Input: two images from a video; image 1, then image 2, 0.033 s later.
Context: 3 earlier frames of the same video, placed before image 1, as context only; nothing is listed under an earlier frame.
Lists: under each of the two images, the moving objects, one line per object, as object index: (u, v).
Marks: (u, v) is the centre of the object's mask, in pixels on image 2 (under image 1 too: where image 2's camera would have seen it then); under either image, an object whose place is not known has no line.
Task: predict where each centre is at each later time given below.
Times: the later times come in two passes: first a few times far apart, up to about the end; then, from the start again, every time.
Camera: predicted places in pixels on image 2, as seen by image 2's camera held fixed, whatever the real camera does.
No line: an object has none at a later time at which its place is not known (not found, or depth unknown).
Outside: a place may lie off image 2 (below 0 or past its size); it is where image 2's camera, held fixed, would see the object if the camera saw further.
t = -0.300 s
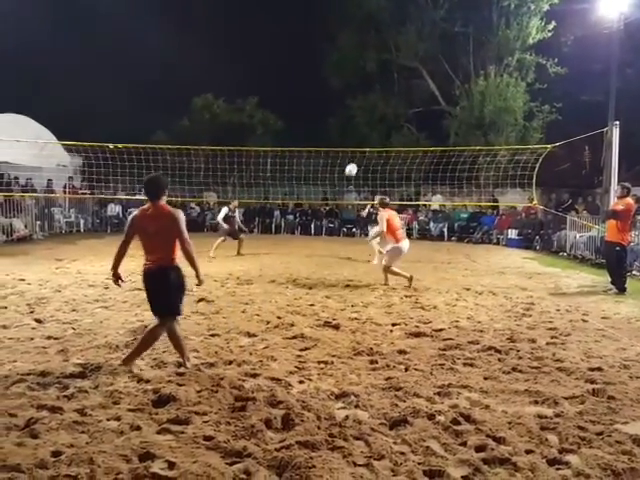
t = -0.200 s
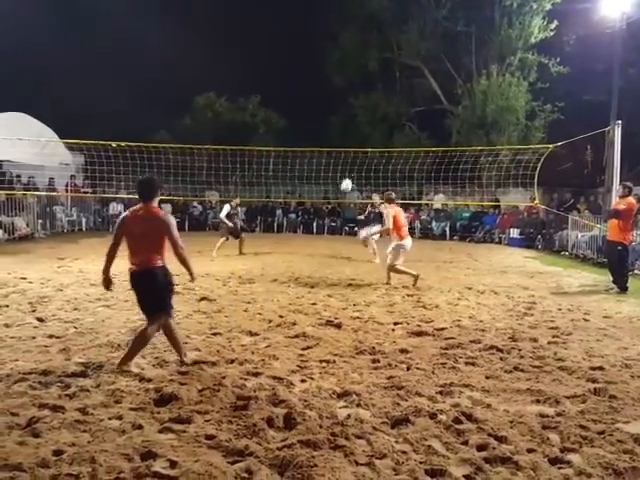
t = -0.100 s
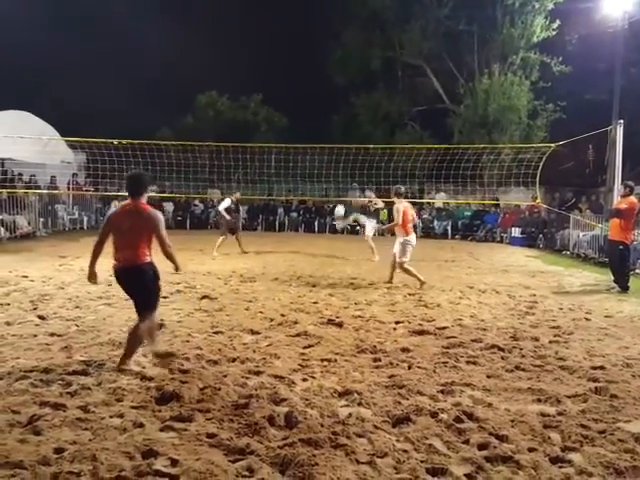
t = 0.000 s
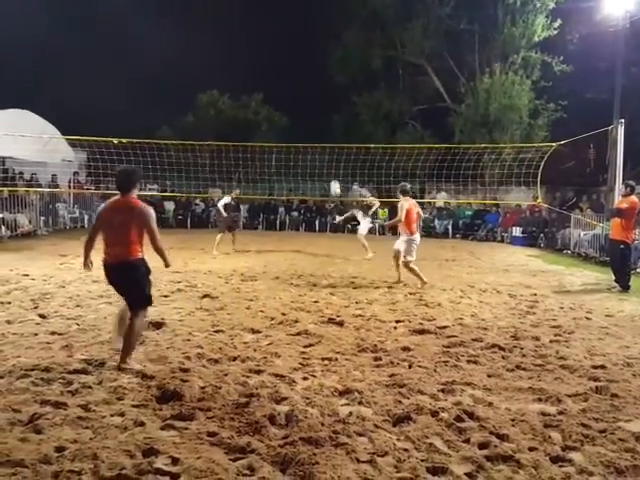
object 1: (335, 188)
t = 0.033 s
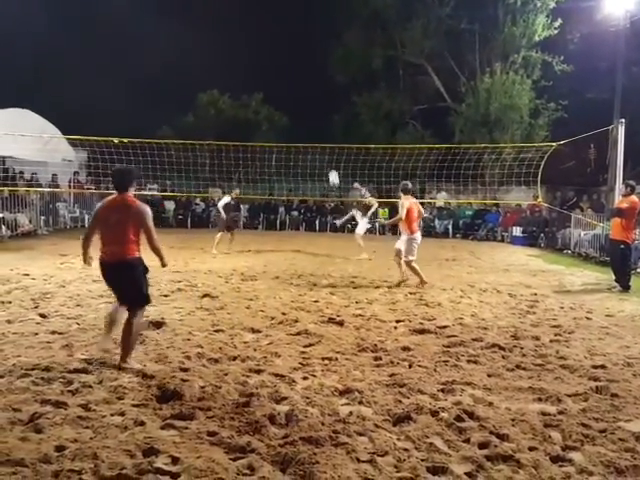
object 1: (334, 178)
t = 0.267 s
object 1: (321, 119)
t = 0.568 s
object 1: (304, 77)
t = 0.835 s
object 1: (288, 73)
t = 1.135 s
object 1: (270, 111)
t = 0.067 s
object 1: (332, 168)
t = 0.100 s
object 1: (330, 158)
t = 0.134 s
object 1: (329, 150)
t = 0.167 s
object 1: (326, 141)
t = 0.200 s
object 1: (325, 134)
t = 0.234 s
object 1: (323, 125)
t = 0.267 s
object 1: (321, 119)
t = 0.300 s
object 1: (320, 112)
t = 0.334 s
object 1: (318, 106)
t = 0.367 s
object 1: (316, 100)
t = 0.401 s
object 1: (314, 95)
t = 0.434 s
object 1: (312, 90)
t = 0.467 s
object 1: (310, 86)
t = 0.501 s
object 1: (308, 82)
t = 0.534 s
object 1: (306, 79)
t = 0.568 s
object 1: (304, 77)
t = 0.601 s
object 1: (302, 74)
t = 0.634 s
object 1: (300, 73)
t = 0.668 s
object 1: (298, 72)
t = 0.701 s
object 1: (296, 71)
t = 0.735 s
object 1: (294, 71)
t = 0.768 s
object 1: (292, 71)
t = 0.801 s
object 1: (291, 72)
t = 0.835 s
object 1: (288, 73)
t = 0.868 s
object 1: (286, 76)
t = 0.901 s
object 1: (284, 78)
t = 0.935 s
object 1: (282, 81)
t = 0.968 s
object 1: (280, 85)
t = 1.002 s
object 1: (278, 89)
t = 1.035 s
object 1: (276, 94)
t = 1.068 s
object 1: (274, 99)
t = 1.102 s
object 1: (272, 104)
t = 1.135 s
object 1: (270, 111)
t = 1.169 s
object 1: (268, 117)
